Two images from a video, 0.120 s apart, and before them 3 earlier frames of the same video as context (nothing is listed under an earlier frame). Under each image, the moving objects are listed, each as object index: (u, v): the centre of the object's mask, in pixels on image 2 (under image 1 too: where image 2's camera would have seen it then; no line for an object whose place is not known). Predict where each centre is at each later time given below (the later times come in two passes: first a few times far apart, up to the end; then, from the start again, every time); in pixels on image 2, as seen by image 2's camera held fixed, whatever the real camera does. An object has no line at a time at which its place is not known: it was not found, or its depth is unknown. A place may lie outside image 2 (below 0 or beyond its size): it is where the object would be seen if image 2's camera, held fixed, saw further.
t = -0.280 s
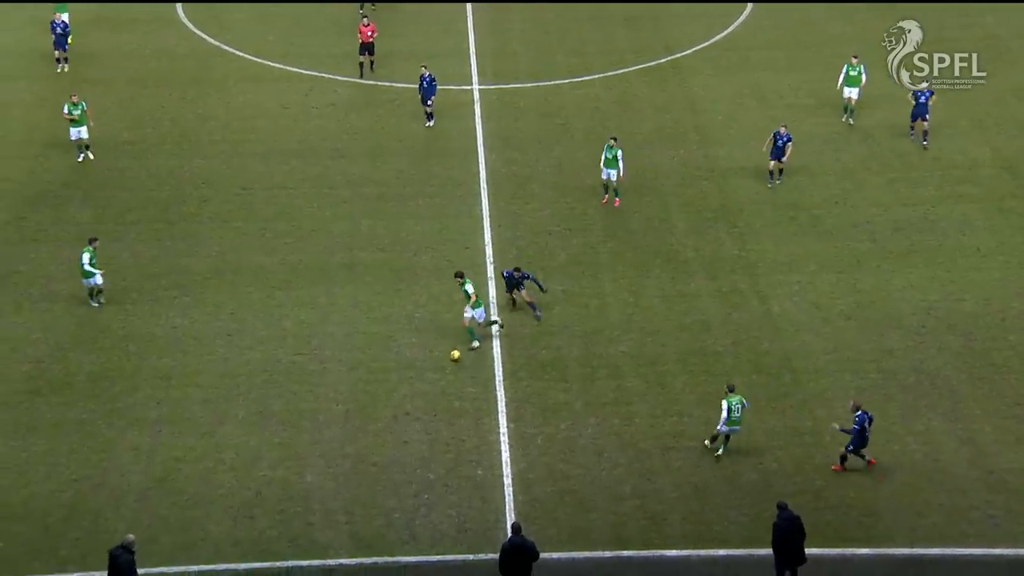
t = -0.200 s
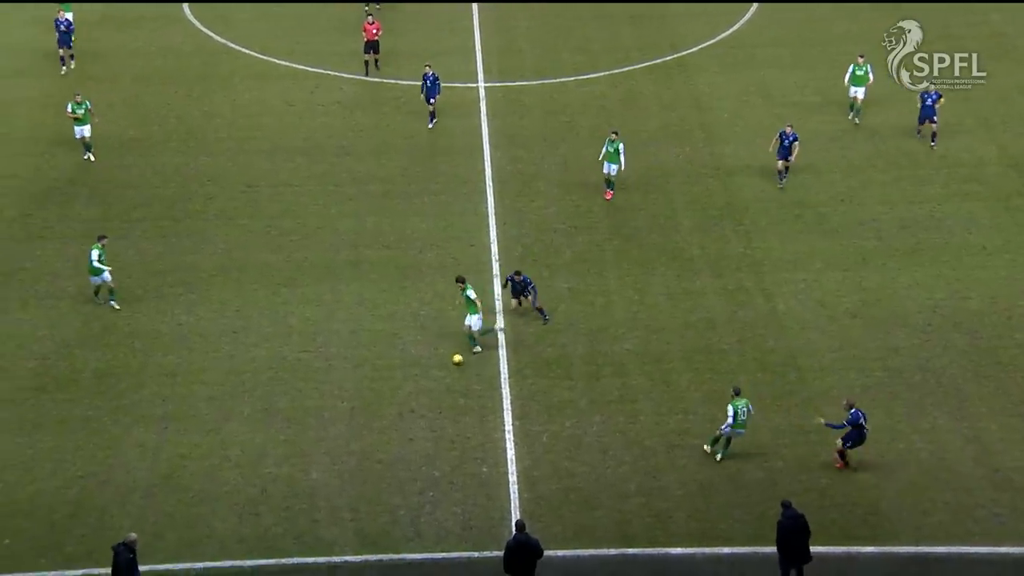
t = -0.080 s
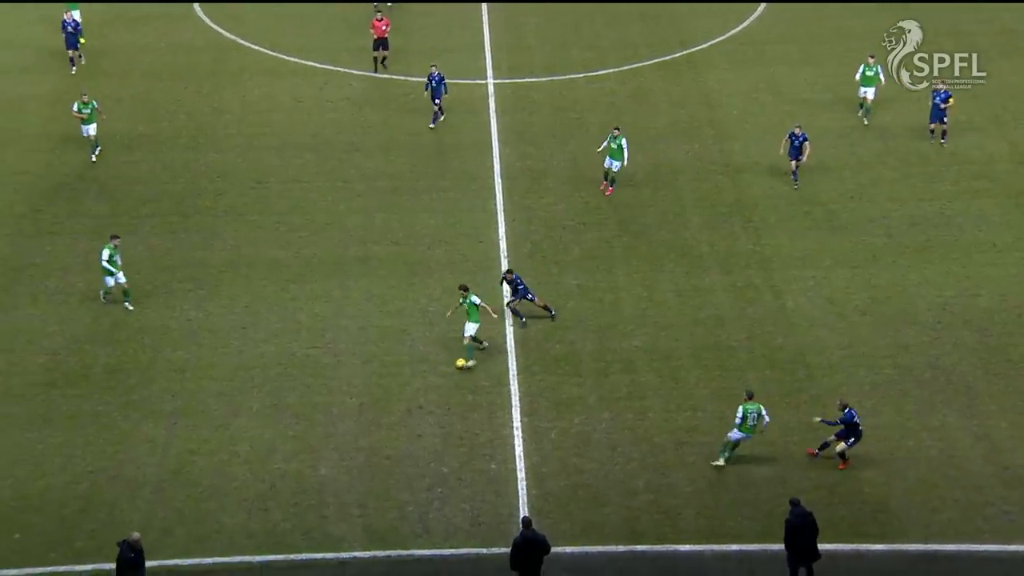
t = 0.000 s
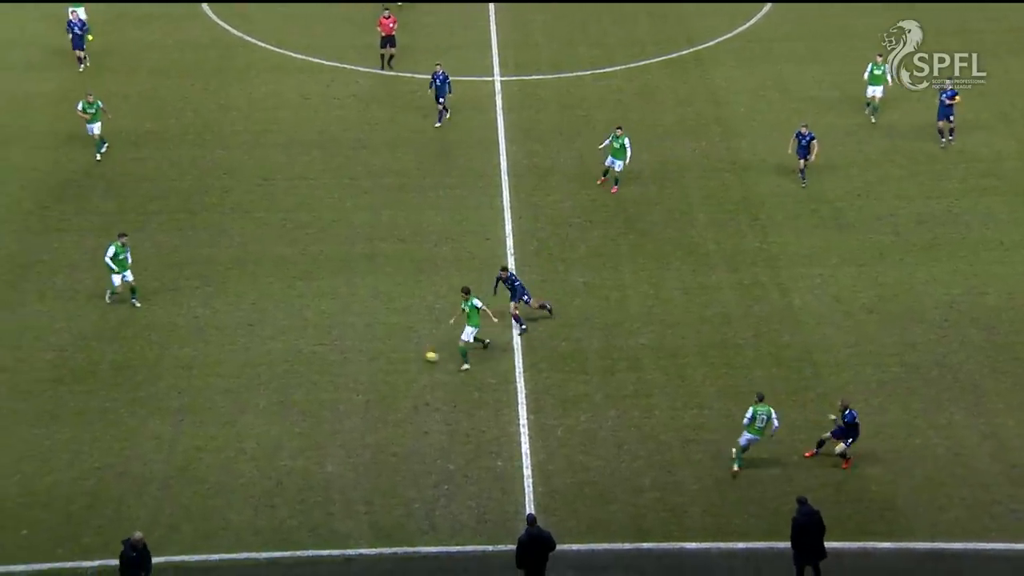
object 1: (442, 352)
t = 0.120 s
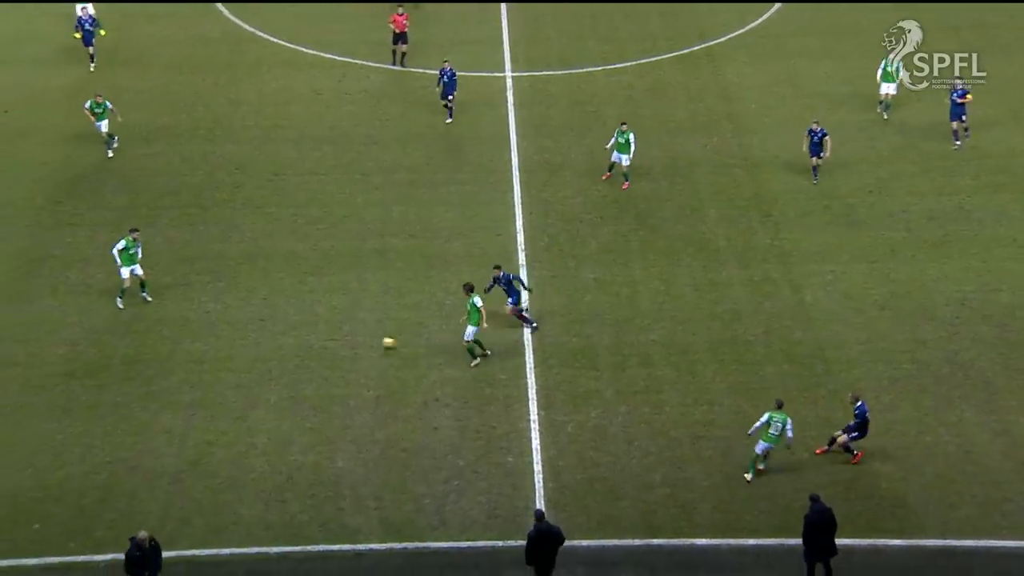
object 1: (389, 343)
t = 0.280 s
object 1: (322, 334)
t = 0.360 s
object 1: (291, 330)
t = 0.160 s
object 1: (371, 340)
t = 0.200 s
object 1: (354, 339)
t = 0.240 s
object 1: (337, 336)
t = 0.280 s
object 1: (322, 334)
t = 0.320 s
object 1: (306, 332)
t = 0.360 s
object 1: (291, 330)
